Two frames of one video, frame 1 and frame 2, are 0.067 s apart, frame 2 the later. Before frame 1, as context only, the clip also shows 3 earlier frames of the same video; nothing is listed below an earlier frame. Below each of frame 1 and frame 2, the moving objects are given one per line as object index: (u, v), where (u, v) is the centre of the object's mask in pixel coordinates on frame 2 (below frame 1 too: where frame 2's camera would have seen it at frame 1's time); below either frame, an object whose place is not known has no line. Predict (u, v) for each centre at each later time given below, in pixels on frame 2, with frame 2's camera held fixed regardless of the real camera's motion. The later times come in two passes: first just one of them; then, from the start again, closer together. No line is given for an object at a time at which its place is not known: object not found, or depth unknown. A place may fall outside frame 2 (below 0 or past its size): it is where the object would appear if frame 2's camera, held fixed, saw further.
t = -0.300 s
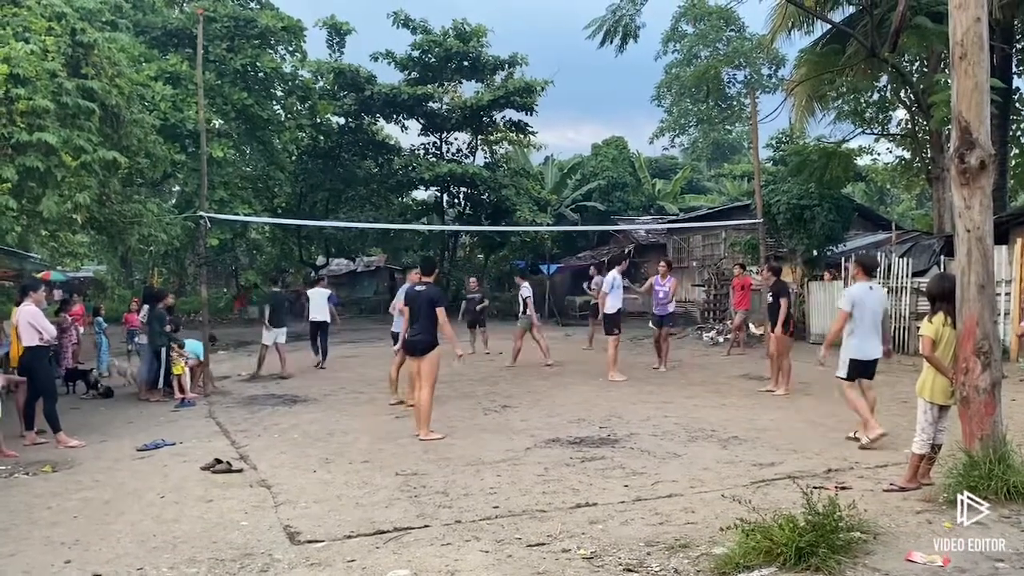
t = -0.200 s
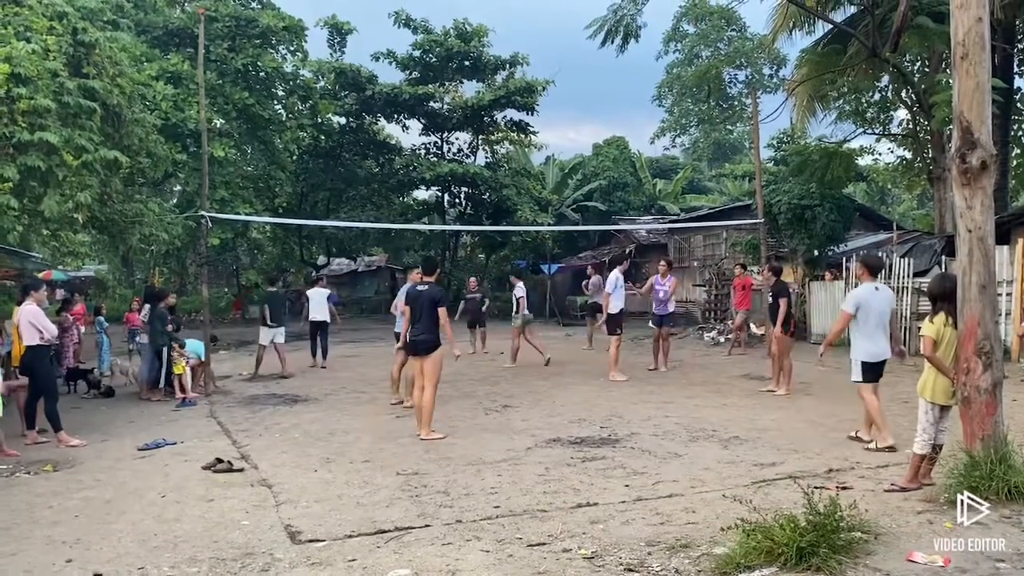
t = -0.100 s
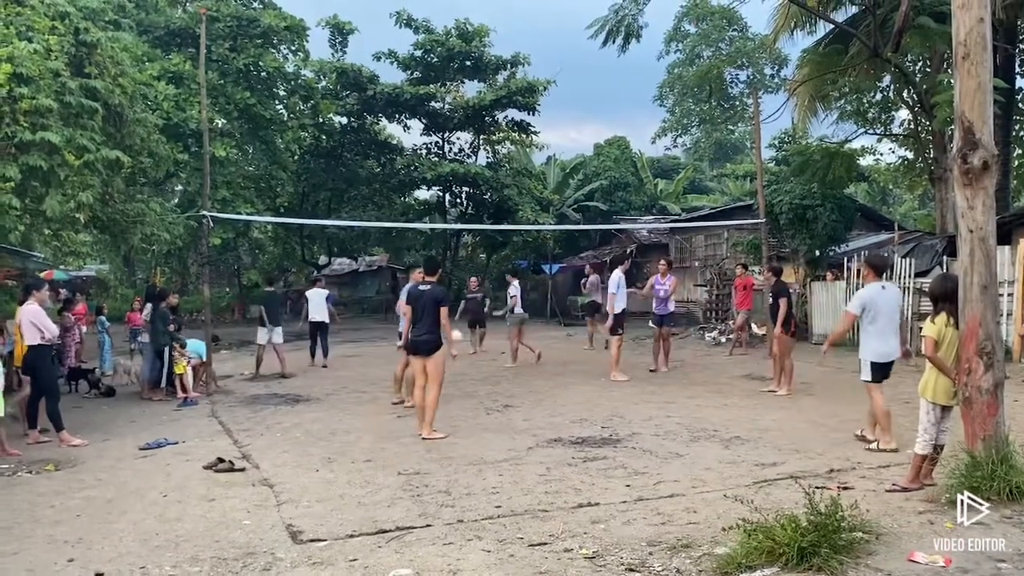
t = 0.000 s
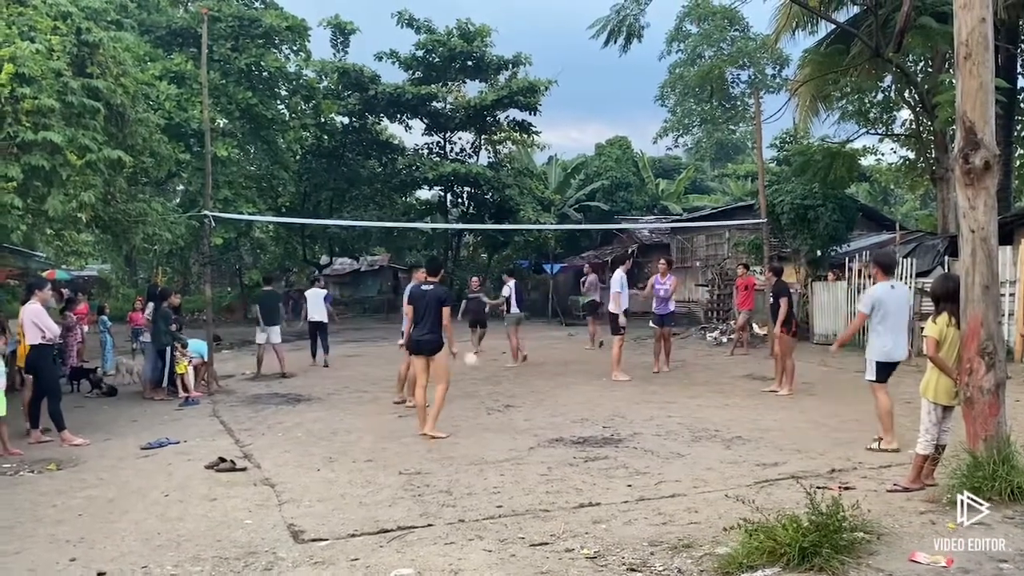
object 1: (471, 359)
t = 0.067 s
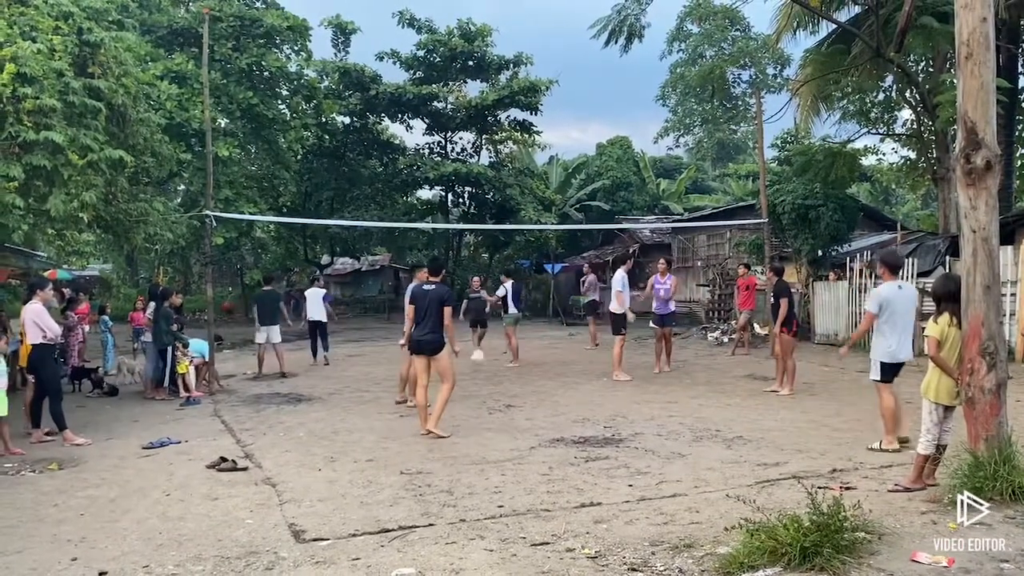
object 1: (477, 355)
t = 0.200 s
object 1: (486, 335)
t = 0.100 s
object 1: (479, 350)
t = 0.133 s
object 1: (481, 344)
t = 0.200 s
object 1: (486, 335)
